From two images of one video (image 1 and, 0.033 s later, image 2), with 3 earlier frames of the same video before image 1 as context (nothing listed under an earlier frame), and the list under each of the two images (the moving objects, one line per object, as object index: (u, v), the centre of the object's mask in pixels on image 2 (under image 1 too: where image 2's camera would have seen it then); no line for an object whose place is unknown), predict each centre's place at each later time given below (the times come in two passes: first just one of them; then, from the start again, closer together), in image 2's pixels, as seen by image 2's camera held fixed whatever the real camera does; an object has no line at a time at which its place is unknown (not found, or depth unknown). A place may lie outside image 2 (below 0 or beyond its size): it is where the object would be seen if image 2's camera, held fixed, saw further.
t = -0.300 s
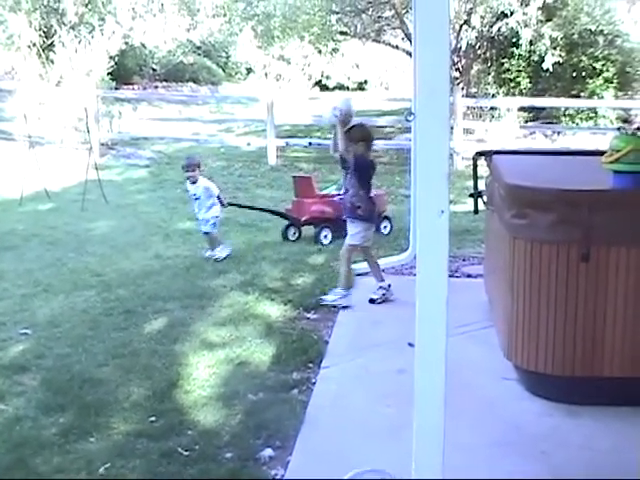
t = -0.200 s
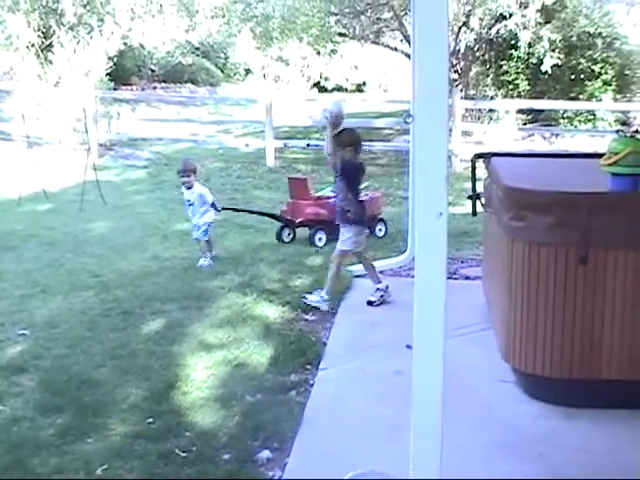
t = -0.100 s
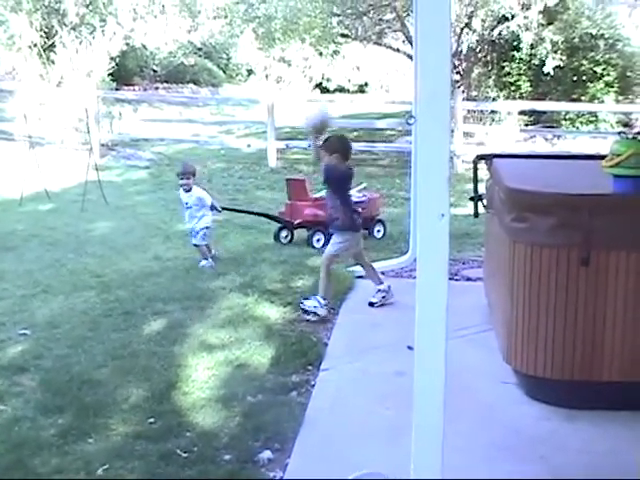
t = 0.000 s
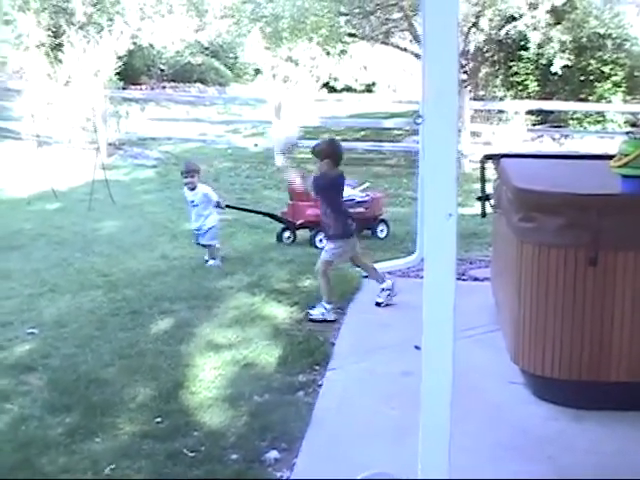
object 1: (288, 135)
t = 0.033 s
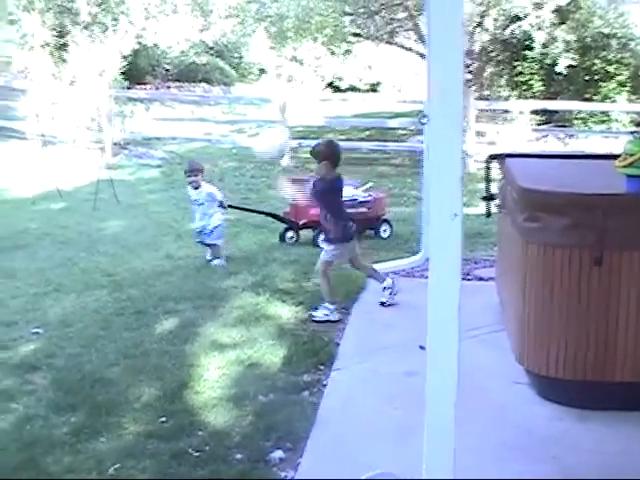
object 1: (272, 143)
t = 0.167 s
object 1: (216, 199)
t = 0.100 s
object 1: (244, 164)
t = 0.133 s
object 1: (229, 180)
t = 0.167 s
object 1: (216, 199)
